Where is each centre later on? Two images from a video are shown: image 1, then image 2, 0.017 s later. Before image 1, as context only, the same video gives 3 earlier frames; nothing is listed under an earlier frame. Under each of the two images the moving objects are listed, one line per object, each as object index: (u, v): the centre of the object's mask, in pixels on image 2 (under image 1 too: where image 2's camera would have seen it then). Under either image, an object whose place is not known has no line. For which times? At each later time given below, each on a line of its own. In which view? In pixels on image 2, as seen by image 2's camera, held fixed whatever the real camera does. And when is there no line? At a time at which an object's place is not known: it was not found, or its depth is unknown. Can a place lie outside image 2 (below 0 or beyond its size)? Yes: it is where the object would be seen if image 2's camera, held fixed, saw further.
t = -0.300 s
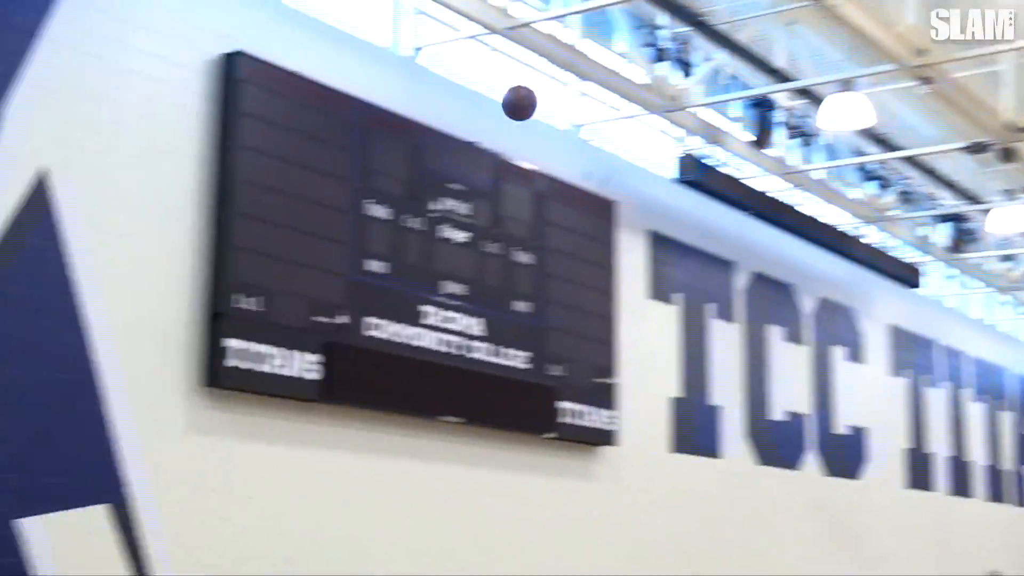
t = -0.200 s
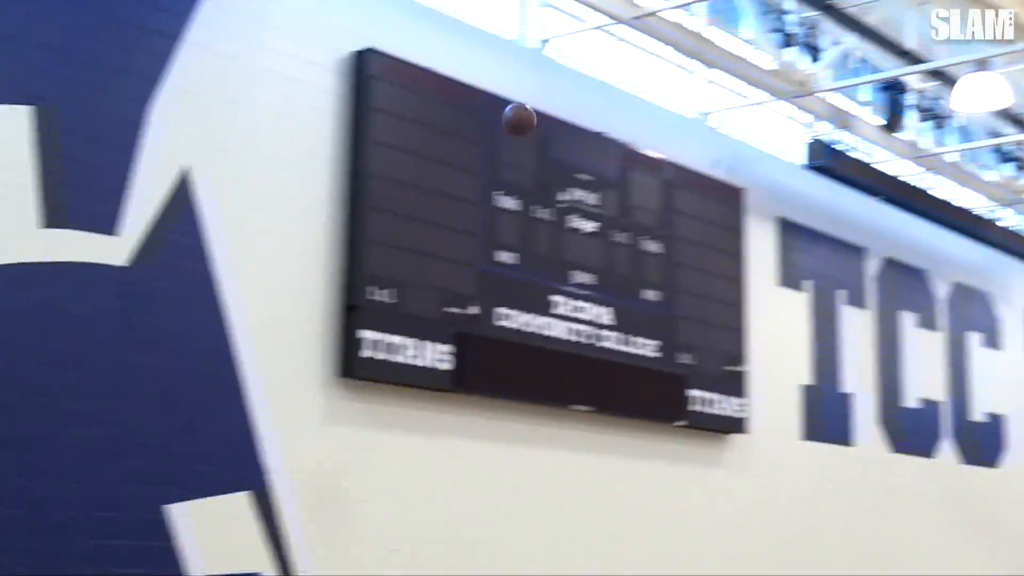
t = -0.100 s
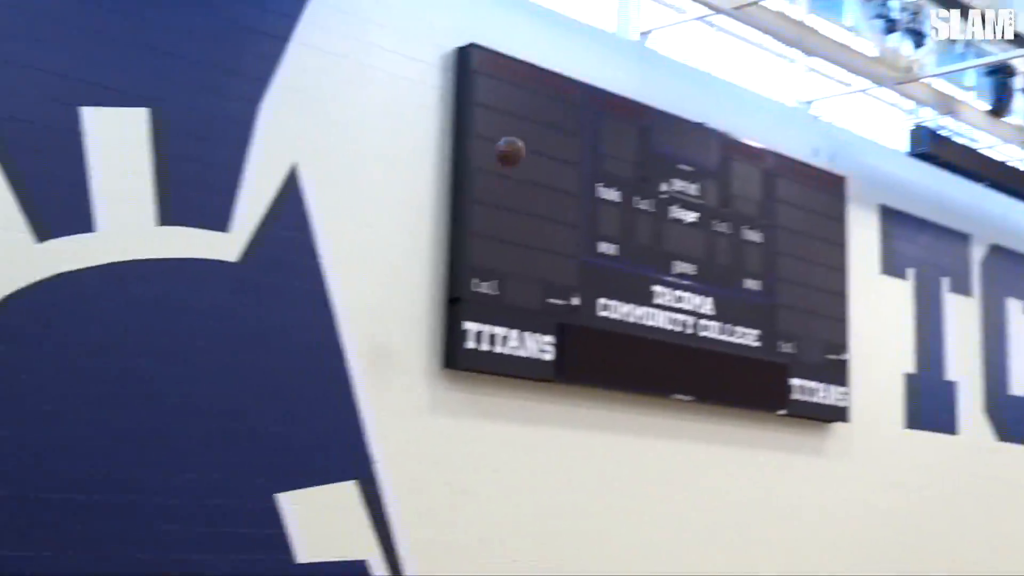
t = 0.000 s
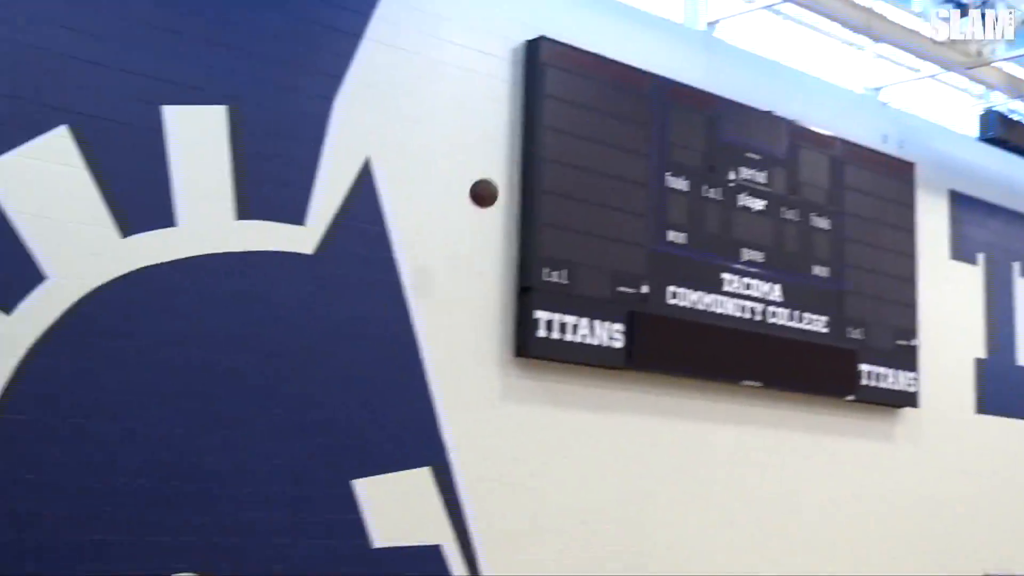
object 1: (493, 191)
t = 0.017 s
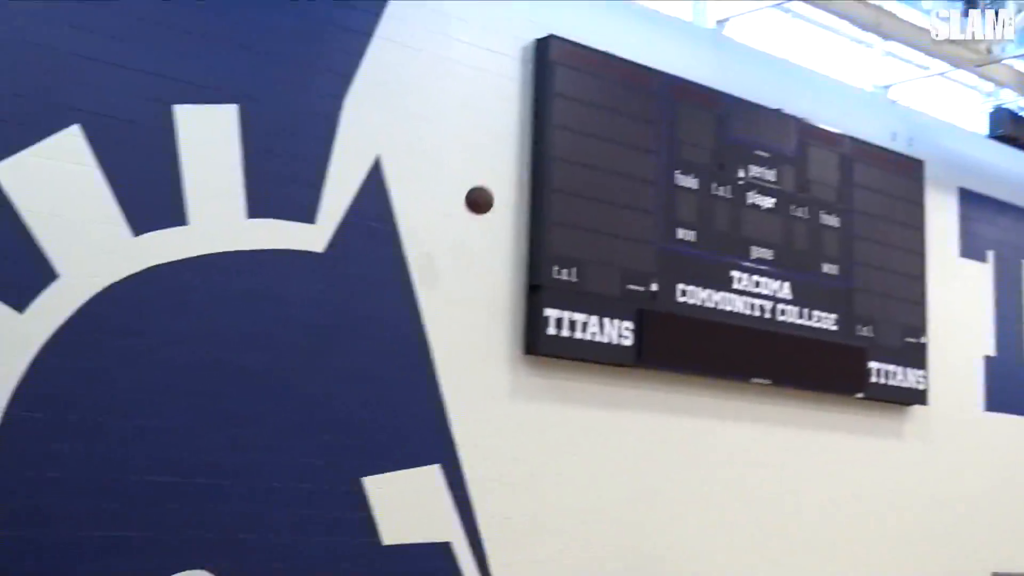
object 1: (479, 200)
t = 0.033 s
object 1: (465, 209)
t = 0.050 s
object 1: (451, 219)
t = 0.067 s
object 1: (438, 228)
